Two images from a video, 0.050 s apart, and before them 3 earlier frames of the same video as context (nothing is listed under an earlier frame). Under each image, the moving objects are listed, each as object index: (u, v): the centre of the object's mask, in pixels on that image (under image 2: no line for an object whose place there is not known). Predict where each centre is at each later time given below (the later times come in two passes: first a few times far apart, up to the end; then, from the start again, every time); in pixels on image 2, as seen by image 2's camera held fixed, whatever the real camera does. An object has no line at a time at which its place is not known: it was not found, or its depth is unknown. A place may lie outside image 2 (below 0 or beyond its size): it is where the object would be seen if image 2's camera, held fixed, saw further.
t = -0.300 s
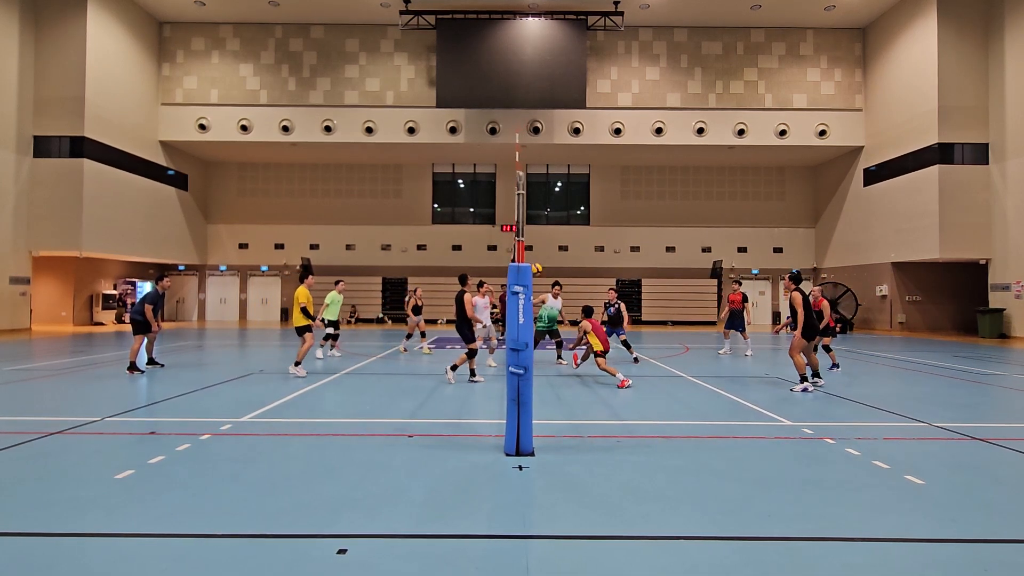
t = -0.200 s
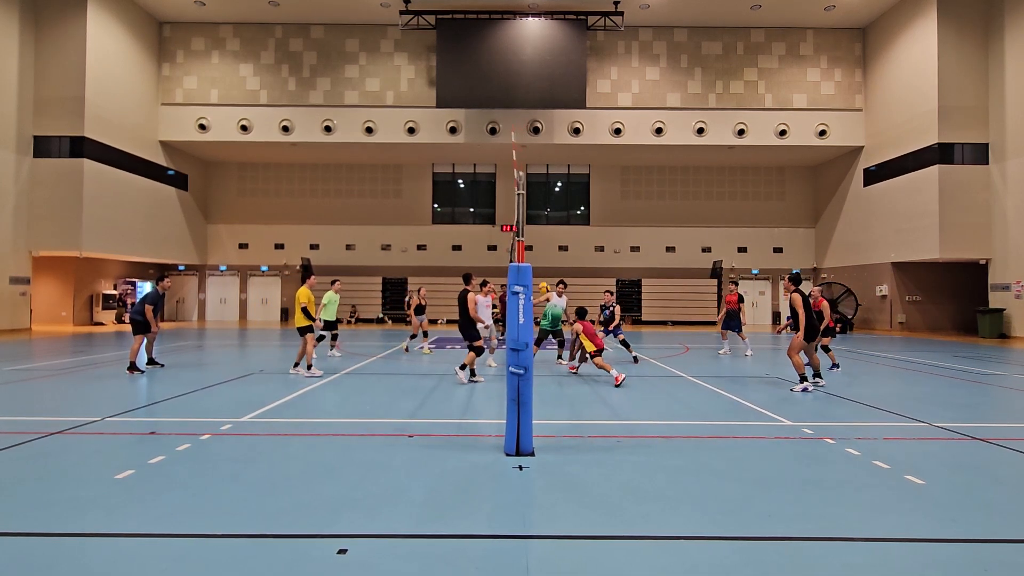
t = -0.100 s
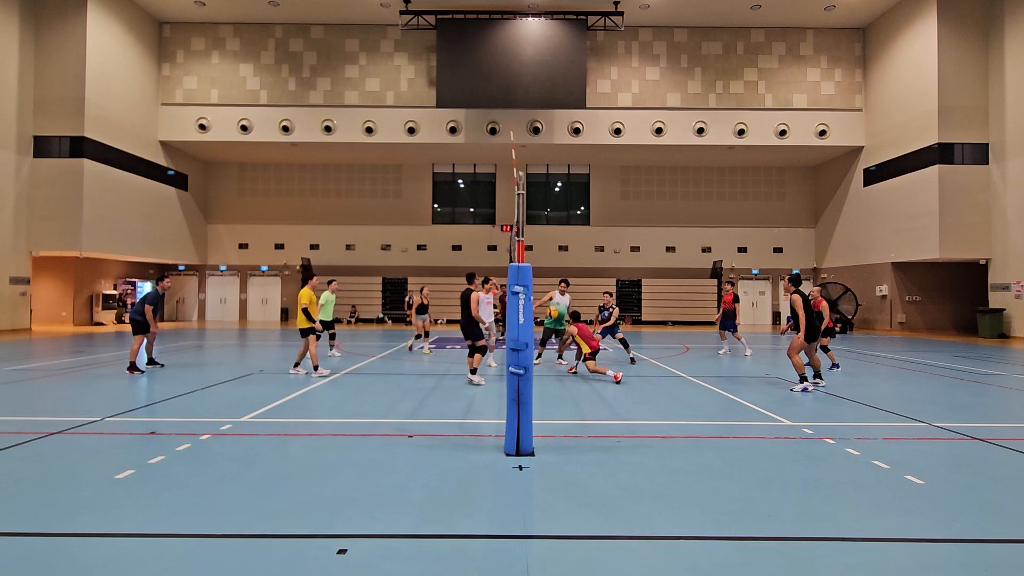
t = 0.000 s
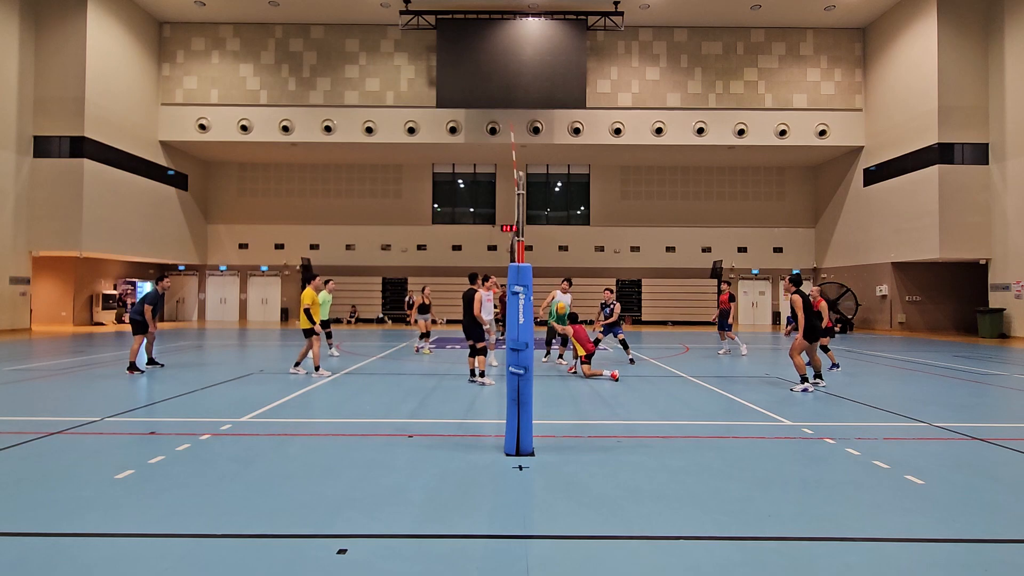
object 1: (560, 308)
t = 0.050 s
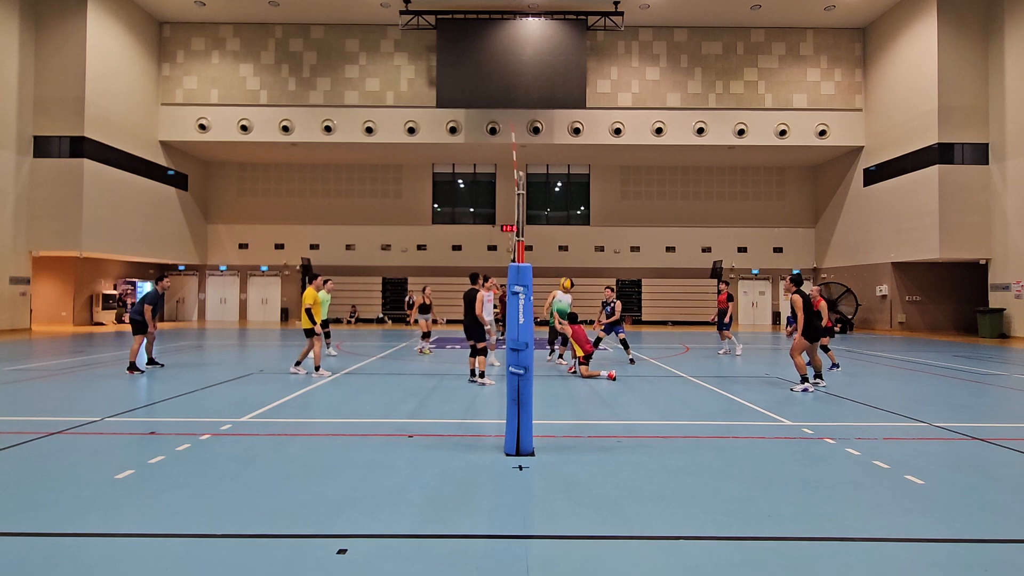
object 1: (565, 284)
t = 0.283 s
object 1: (586, 194)
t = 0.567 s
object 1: (611, 126)
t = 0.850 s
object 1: (636, 99)
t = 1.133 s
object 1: (661, 115)
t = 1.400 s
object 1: (683, 167)
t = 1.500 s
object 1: (690, 195)
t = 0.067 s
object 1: (566, 276)
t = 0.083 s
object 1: (568, 269)
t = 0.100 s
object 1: (569, 262)
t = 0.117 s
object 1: (571, 254)
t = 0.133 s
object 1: (573, 248)
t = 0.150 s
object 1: (574, 241)
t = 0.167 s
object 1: (576, 235)
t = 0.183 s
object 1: (577, 228)
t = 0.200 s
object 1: (578, 222)
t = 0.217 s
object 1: (580, 217)
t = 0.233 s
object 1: (581, 211)
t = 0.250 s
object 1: (583, 205)
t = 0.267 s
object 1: (584, 200)
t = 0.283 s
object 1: (586, 194)
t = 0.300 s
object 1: (587, 188)
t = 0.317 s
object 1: (589, 183)
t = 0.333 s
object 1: (590, 178)
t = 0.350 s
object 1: (592, 174)
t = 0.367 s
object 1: (593, 169)
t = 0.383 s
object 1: (595, 164)
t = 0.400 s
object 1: (596, 160)
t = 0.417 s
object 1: (598, 156)
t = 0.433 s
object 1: (599, 152)
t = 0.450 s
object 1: (601, 148)
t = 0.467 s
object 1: (602, 145)
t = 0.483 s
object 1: (604, 141)
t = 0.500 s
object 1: (605, 138)
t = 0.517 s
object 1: (607, 134)
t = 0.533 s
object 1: (608, 131)
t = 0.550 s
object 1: (610, 128)
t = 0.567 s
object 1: (611, 126)
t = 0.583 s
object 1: (613, 123)
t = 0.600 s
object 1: (614, 120)
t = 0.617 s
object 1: (616, 118)
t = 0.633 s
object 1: (617, 116)
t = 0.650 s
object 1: (619, 113)
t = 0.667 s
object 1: (620, 111)
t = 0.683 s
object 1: (622, 109)
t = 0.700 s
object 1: (623, 108)
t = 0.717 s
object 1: (624, 106)
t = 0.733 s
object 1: (626, 105)
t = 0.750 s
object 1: (628, 104)
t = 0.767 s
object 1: (629, 103)
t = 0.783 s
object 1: (630, 102)
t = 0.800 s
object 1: (632, 101)
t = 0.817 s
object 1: (633, 100)
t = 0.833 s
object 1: (635, 100)
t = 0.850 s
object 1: (636, 99)
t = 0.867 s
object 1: (638, 99)
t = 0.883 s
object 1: (639, 99)
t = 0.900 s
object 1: (641, 99)
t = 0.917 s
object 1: (642, 99)
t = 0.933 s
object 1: (644, 100)
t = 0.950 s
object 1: (645, 100)
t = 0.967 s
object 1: (647, 101)
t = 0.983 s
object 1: (648, 102)
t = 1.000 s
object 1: (649, 103)
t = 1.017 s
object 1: (651, 104)
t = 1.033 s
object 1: (652, 105)
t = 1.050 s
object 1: (654, 106)
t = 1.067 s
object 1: (655, 108)
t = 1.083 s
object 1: (656, 109)
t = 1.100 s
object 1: (658, 111)
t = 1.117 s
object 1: (659, 113)
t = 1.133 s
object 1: (661, 115)
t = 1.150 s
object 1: (662, 118)
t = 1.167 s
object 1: (663, 120)
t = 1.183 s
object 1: (665, 122)
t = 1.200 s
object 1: (666, 125)
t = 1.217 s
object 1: (668, 127)
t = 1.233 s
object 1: (669, 130)
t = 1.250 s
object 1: (670, 134)
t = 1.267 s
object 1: (672, 137)
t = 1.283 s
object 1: (673, 140)
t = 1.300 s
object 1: (675, 144)
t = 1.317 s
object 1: (676, 147)
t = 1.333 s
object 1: (677, 150)
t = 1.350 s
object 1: (679, 154)
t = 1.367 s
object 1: (680, 158)
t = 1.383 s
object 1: (681, 163)
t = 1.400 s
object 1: (683, 167)
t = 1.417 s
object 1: (684, 171)
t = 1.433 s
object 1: (685, 176)
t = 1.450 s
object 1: (687, 181)
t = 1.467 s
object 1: (688, 185)
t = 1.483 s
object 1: (689, 190)
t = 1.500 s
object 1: (690, 195)
